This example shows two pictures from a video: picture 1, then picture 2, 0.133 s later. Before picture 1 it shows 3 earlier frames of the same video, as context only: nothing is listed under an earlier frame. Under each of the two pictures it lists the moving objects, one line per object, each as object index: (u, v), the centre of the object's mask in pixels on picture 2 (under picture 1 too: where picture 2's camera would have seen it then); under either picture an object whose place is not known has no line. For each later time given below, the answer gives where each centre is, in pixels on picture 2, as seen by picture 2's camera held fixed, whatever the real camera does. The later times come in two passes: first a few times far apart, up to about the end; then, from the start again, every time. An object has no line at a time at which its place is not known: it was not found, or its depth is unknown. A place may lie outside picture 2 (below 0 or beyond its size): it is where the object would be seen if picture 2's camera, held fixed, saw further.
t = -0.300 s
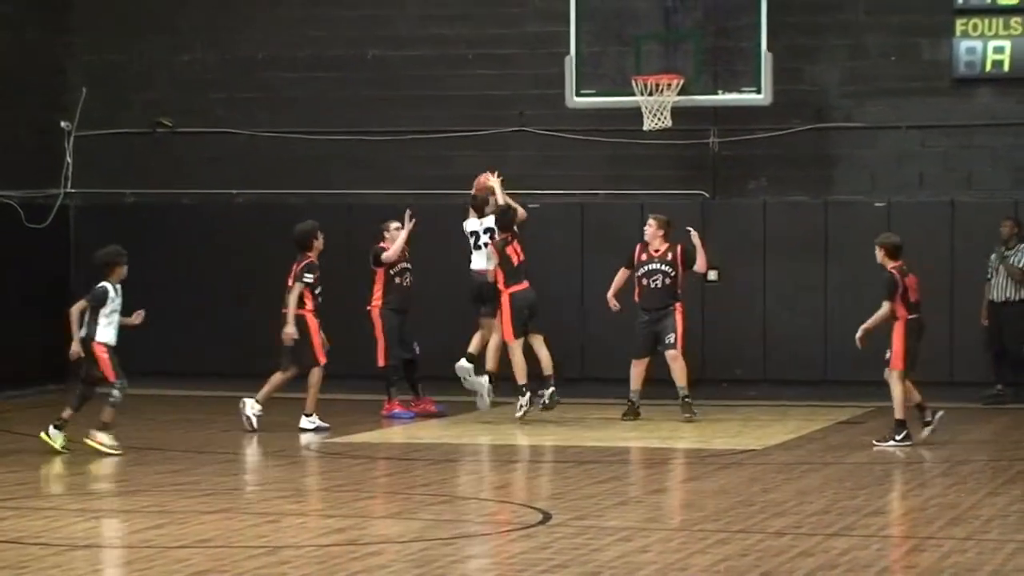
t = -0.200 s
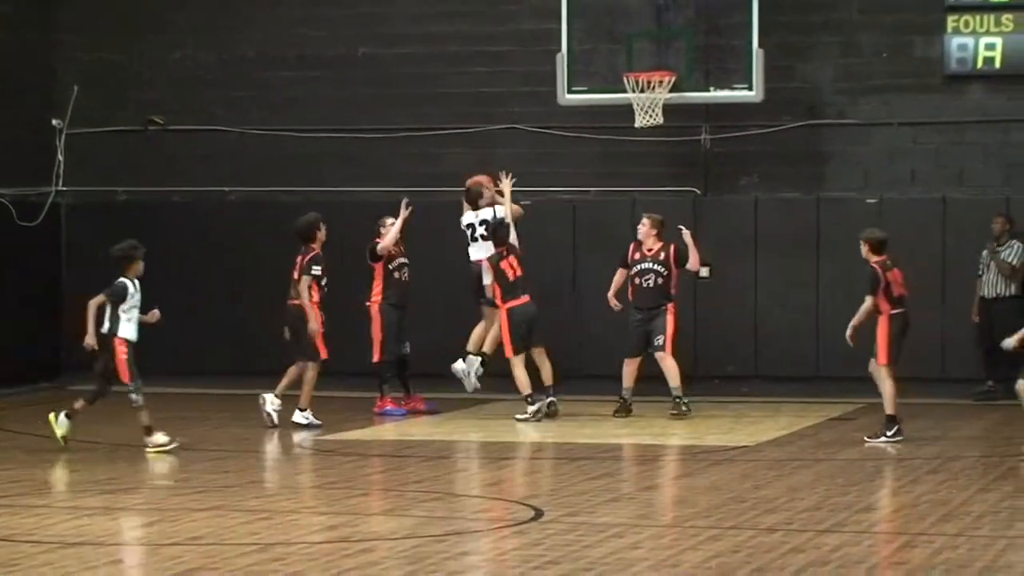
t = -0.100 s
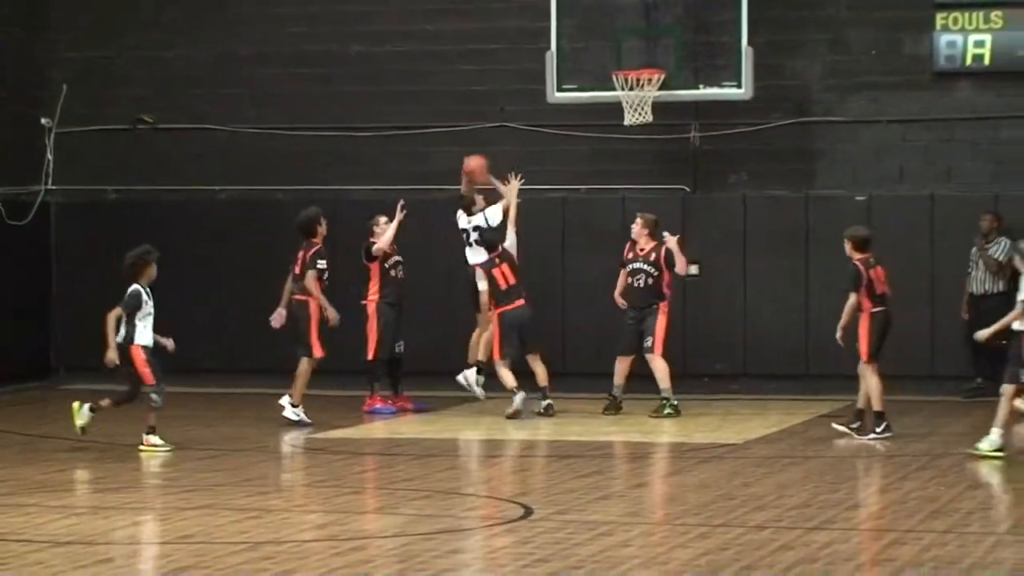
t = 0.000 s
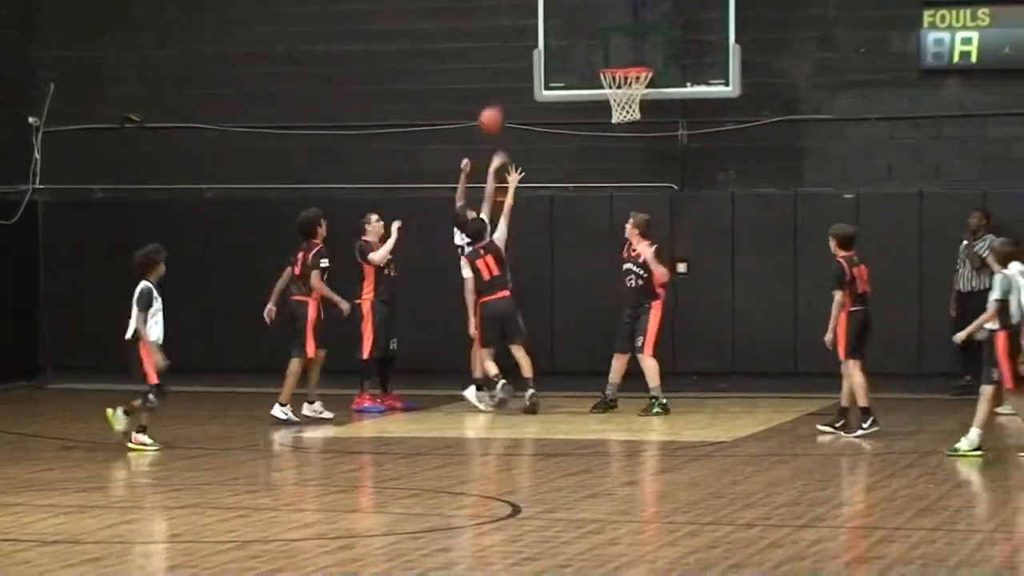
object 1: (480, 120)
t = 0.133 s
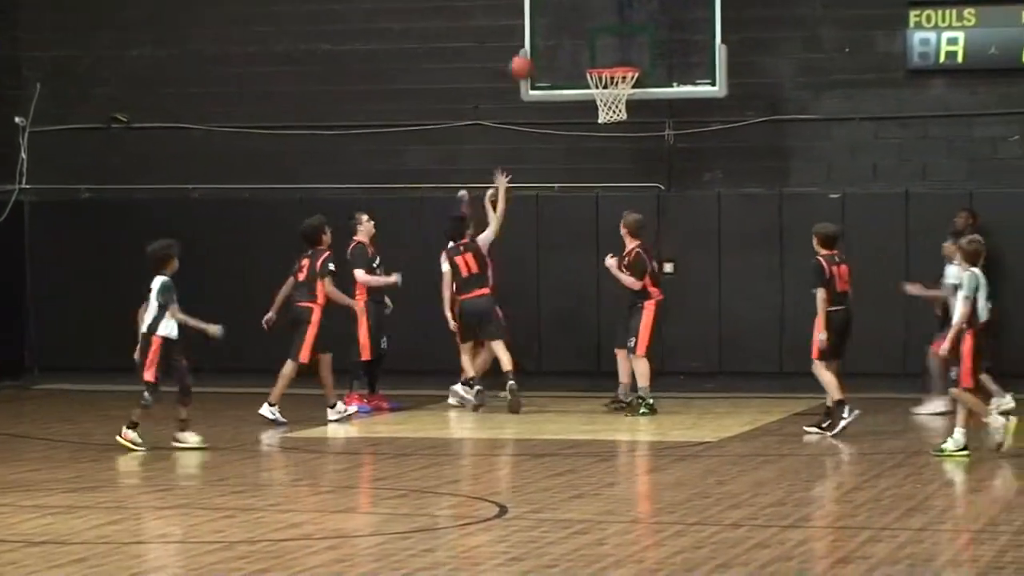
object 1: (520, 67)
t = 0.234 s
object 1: (552, 38)
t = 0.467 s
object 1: (592, 28)
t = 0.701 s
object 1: (610, 56)
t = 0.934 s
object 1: (614, 68)
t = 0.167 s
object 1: (530, 56)
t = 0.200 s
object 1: (542, 46)
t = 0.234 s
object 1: (552, 38)
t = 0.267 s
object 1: (563, 31)
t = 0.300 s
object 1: (573, 25)
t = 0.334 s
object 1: (581, 23)
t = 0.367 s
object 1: (583, 24)
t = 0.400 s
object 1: (586, 23)
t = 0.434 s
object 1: (589, 25)
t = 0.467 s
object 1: (592, 28)
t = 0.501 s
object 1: (595, 33)
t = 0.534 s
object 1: (598, 40)
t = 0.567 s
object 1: (601, 46)
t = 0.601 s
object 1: (604, 54)
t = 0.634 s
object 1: (606, 58)
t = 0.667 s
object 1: (607, 56)
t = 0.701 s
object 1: (610, 56)
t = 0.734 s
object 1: (612, 57)
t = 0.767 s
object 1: (615, 58)
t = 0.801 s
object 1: (616, 59)
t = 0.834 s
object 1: (618, 61)
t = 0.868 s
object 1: (621, 64)
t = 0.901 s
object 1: (618, 66)
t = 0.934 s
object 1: (614, 68)
